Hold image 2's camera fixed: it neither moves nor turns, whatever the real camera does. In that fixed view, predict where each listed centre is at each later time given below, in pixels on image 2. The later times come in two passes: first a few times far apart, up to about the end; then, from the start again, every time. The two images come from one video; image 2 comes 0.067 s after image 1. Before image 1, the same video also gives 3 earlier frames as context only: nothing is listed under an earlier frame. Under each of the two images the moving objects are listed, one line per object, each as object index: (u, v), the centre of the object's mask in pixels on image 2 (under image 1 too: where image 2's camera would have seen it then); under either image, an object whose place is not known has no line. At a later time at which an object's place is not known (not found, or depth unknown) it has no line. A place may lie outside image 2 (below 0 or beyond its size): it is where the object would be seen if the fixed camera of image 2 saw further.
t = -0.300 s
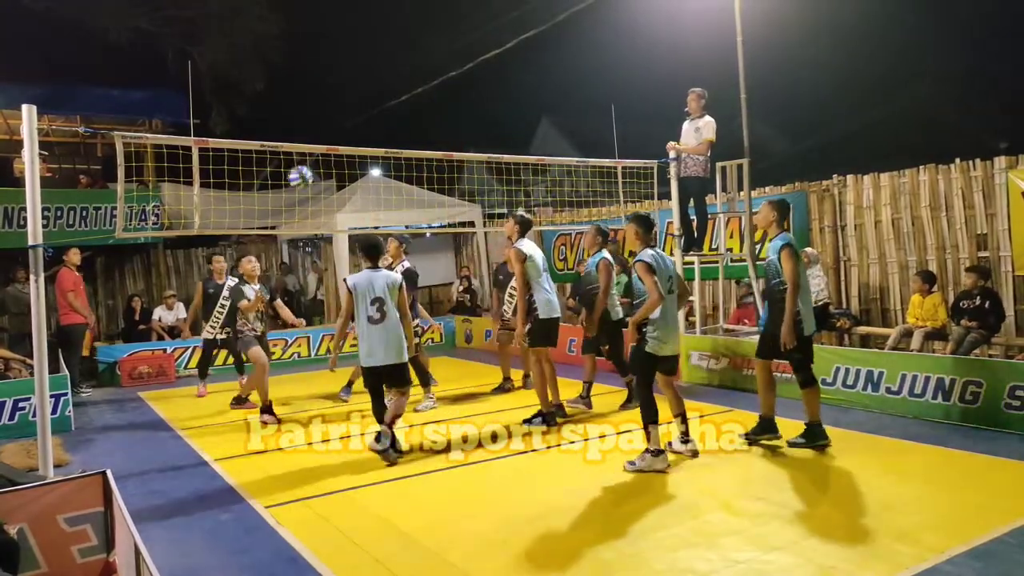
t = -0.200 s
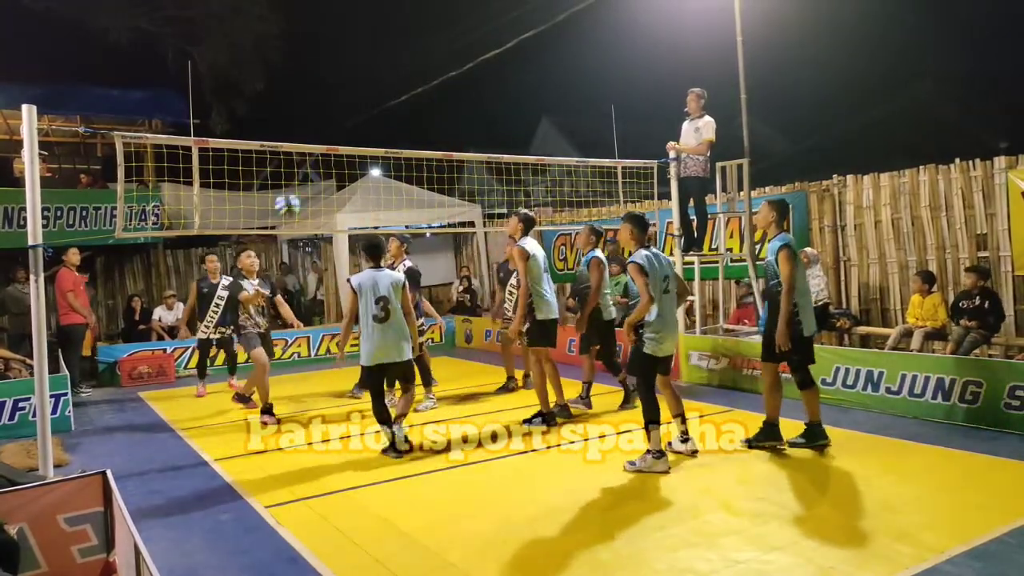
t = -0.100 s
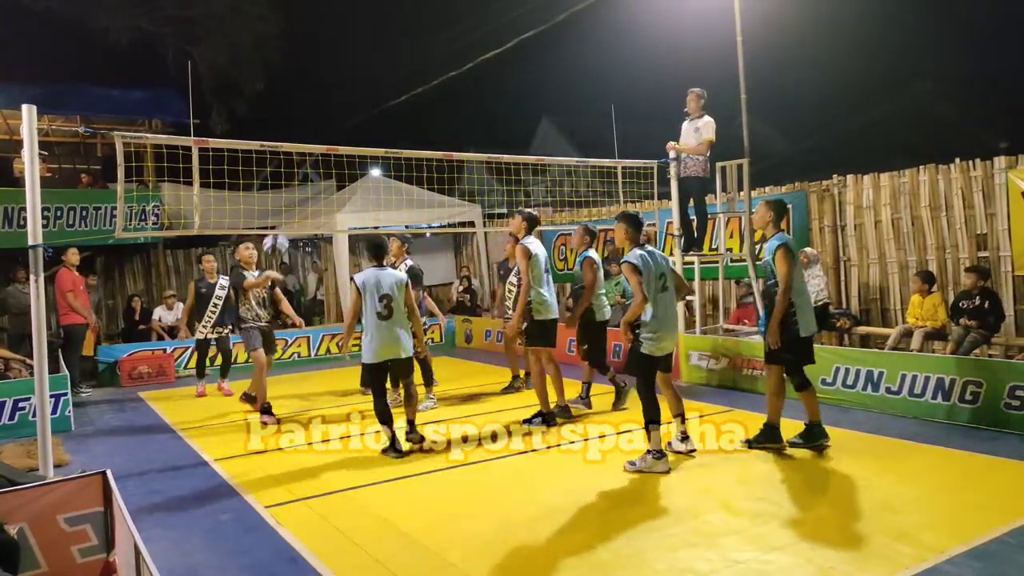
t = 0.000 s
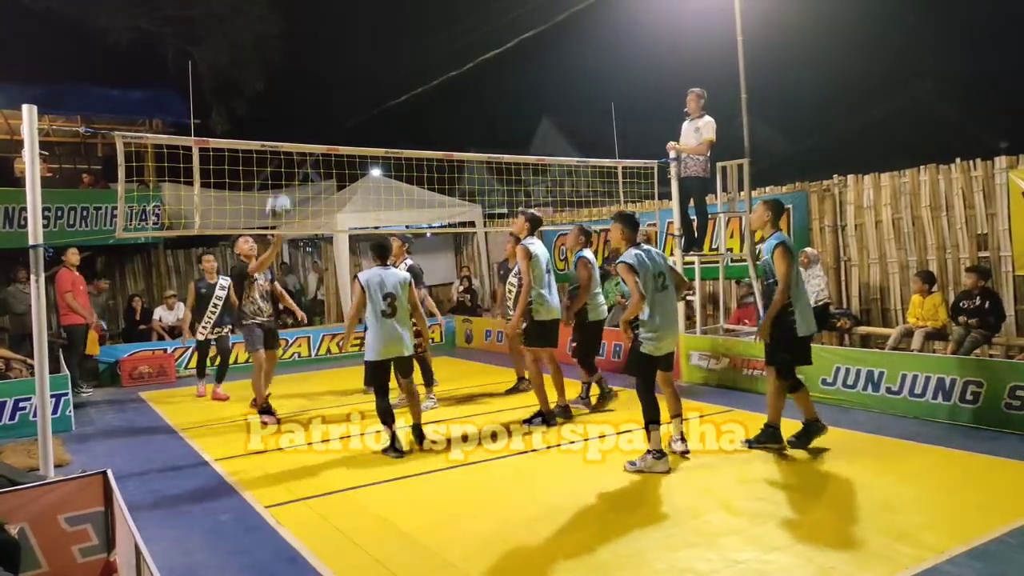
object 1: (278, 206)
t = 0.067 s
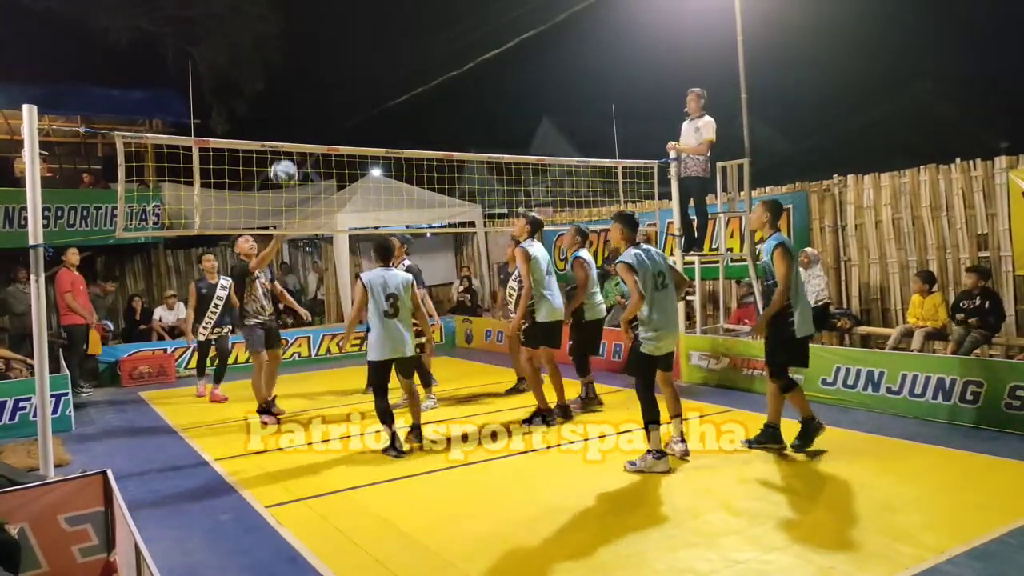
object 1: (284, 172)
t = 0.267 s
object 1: (300, 97)
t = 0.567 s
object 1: (331, 71)
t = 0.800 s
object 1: (361, 134)
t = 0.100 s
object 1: (286, 160)
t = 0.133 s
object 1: (289, 137)
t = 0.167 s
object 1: (292, 129)
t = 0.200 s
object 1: (295, 117)
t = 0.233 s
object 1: (297, 106)
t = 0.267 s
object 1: (300, 97)
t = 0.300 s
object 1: (303, 89)
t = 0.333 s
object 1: (306, 82)
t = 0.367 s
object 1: (309, 75)
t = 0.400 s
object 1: (312, 71)
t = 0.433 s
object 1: (316, 69)
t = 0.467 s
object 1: (320, 67)
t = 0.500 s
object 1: (323, 67)
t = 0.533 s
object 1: (327, 68)
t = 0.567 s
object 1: (331, 71)
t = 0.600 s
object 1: (335, 75)
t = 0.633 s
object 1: (339, 81)
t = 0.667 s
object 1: (344, 89)
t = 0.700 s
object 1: (348, 98)
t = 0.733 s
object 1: (352, 109)
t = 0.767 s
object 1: (357, 121)
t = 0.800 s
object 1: (361, 134)
